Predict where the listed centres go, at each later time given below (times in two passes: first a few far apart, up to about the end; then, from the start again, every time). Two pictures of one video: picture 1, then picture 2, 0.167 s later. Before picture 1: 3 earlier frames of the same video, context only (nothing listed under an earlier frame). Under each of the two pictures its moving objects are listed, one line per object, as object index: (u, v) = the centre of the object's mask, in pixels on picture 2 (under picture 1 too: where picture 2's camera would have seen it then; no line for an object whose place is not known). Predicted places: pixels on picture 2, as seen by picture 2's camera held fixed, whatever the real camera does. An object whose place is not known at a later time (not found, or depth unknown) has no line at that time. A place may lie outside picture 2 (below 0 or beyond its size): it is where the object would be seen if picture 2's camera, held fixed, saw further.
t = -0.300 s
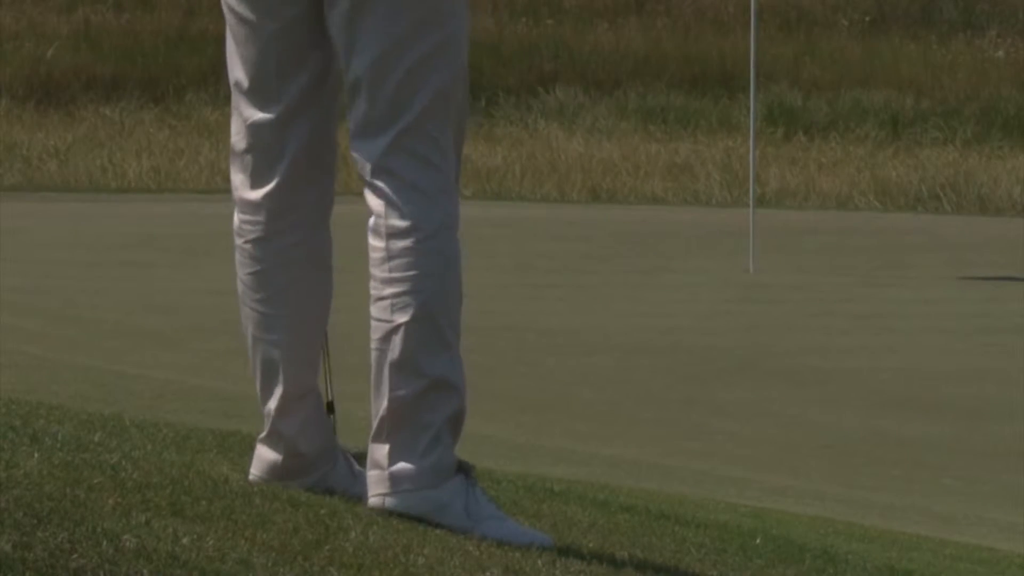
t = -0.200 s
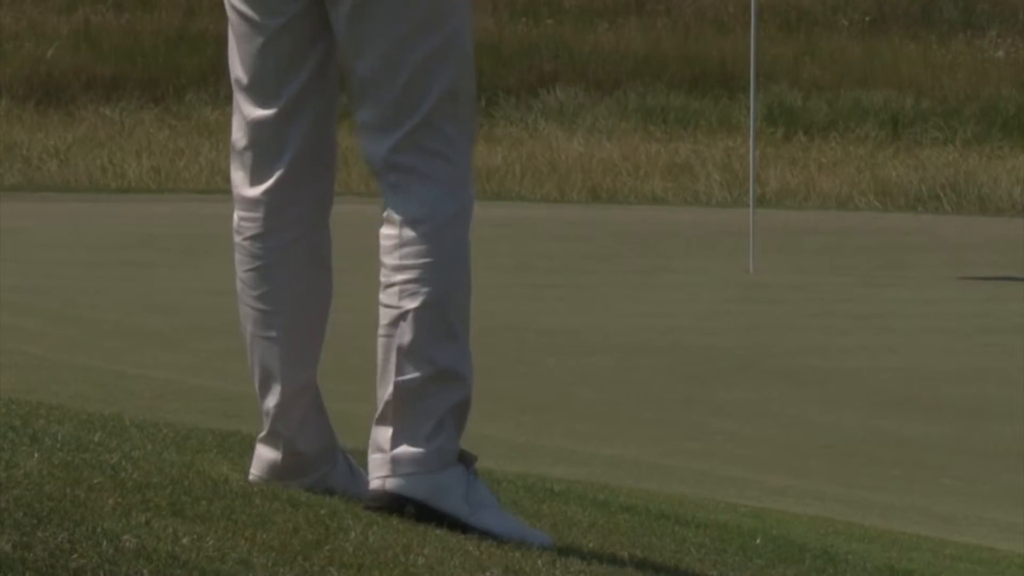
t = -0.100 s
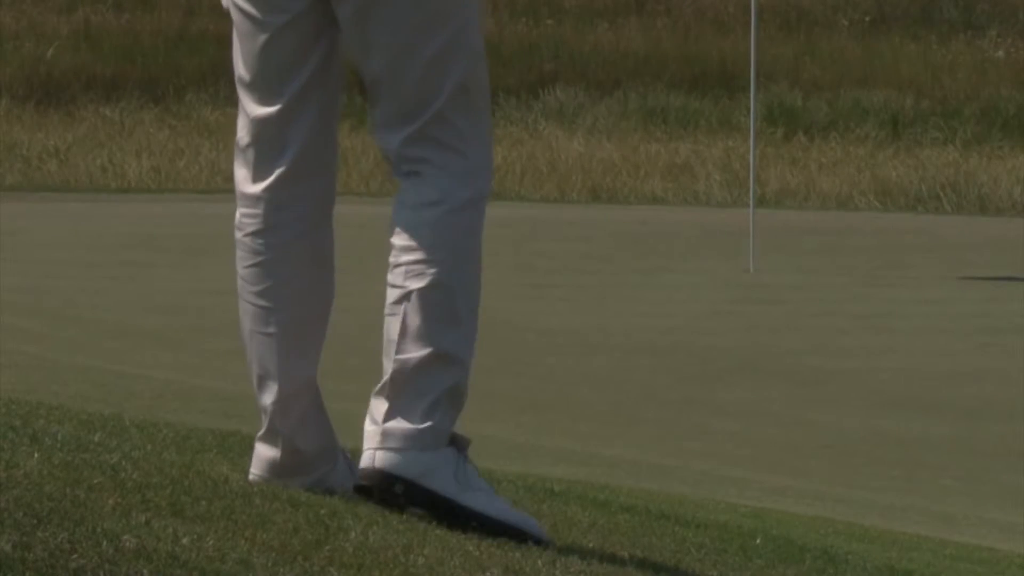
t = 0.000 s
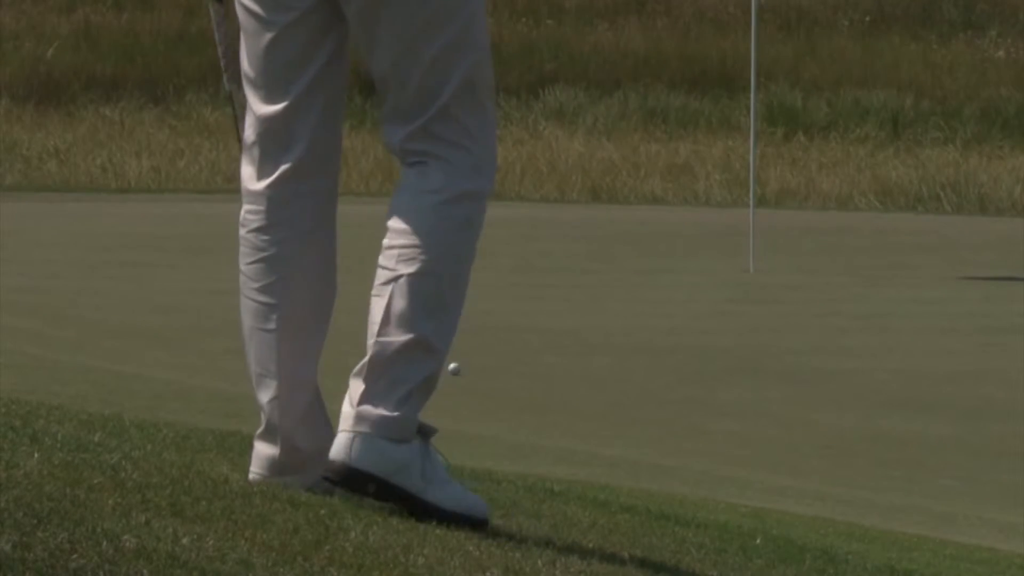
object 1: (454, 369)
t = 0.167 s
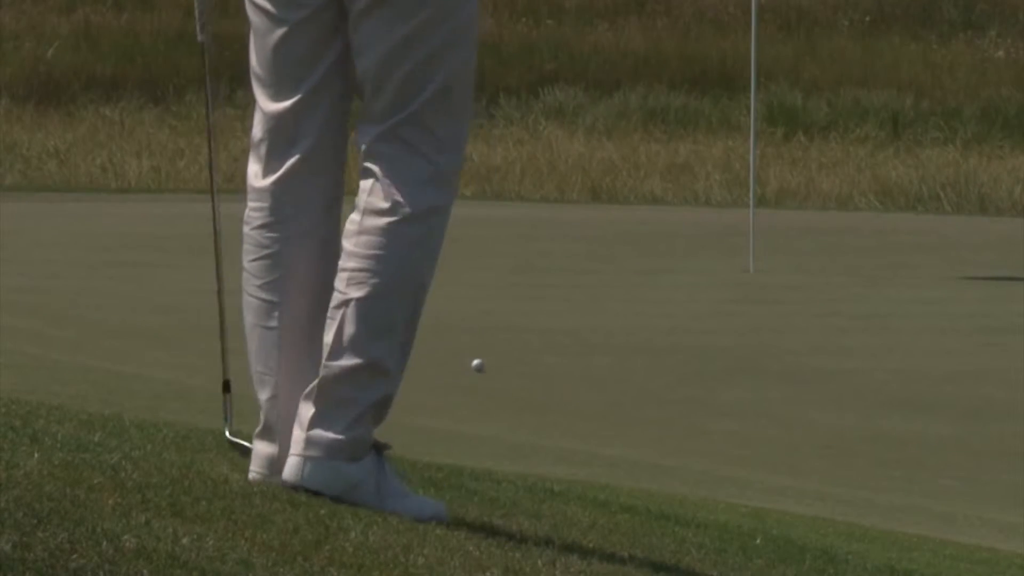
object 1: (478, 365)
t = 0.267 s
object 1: (491, 363)
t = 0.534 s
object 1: (523, 357)
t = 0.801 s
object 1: (551, 352)
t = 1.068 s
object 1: (575, 348)
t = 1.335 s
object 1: (595, 344)
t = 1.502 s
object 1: (606, 342)
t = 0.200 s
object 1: (482, 365)
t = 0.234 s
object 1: (486, 364)
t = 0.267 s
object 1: (491, 363)
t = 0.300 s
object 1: (495, 362)
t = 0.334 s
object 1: (499, 362)
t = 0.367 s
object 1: (504, 361)
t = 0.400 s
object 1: (507, 360)
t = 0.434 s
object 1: (511, 359)
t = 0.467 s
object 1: (515, 359)
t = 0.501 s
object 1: (519, 358)
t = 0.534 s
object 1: (523, 357)
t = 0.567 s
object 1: (527, 357)
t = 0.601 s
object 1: (531, 356)
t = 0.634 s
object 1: (534, 355)
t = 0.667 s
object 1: (538, 355)
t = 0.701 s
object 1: (542, 354)
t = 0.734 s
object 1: (545, 354)
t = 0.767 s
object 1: (548, 353)
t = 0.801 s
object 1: (551, 352)
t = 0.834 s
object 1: (555, 352)
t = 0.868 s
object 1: (558, 351)
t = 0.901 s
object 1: (561, 350)
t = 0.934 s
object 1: (564, 350)
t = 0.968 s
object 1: (567, 349)
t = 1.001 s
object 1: (569, 349)
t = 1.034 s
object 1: (572, 348)
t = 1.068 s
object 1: (575, 348)
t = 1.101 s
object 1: (577, 347)
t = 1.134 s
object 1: (580, 347)
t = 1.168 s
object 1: (583, 346)
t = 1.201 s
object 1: (585, 346)
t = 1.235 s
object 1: (588, 346)
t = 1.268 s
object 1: (590, 345)
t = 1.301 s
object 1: (593, 344)
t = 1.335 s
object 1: (595, 344)
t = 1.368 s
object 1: (597, 343)
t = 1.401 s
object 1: (600, 343)
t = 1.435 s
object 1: (602, 343)
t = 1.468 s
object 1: (604, 342)
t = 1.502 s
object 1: (606, 342)
